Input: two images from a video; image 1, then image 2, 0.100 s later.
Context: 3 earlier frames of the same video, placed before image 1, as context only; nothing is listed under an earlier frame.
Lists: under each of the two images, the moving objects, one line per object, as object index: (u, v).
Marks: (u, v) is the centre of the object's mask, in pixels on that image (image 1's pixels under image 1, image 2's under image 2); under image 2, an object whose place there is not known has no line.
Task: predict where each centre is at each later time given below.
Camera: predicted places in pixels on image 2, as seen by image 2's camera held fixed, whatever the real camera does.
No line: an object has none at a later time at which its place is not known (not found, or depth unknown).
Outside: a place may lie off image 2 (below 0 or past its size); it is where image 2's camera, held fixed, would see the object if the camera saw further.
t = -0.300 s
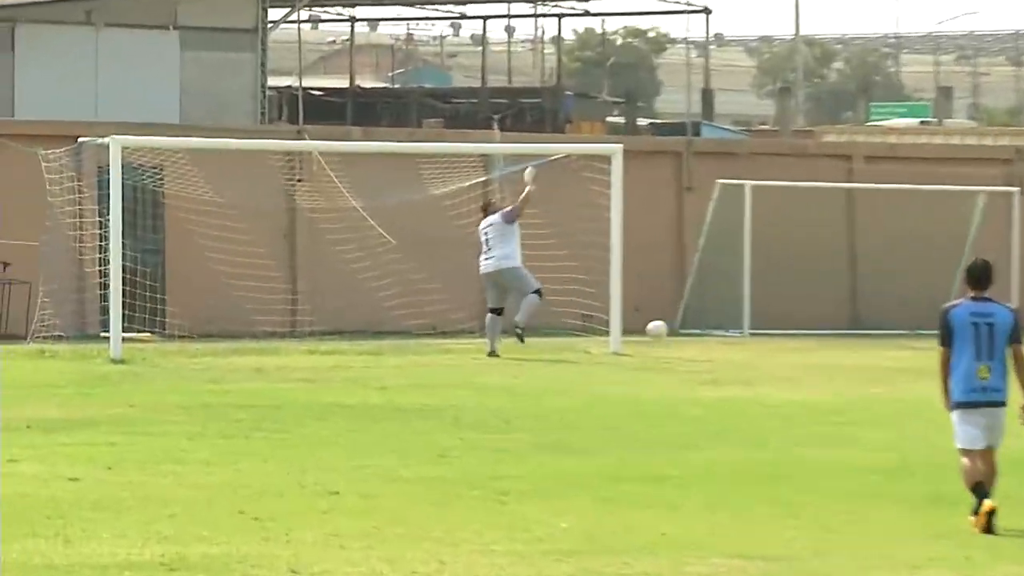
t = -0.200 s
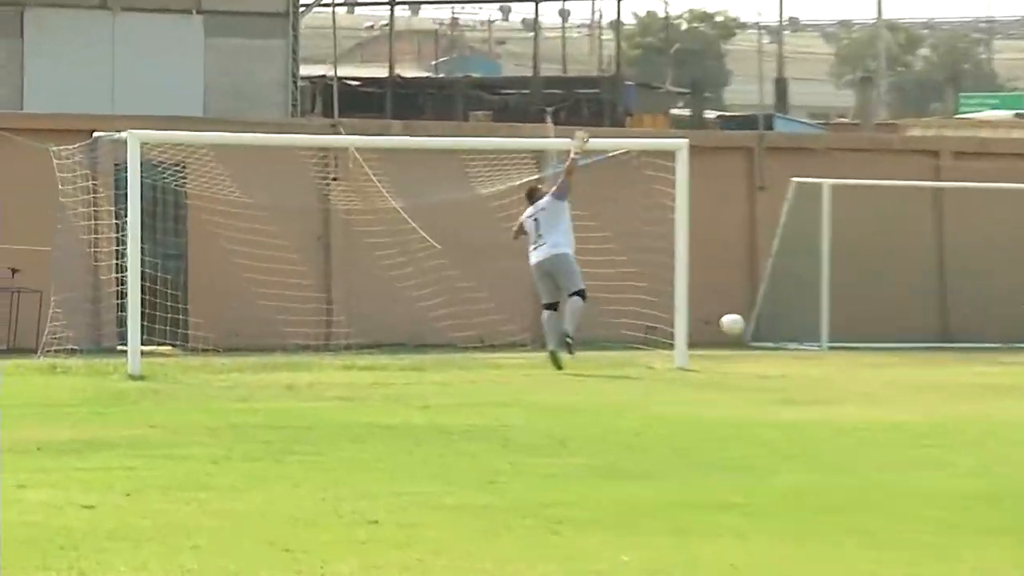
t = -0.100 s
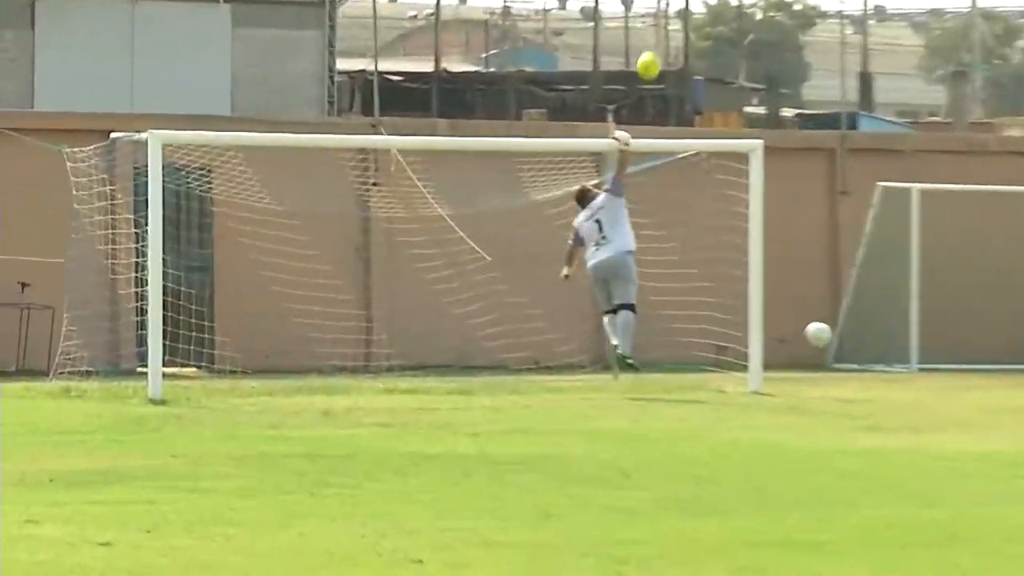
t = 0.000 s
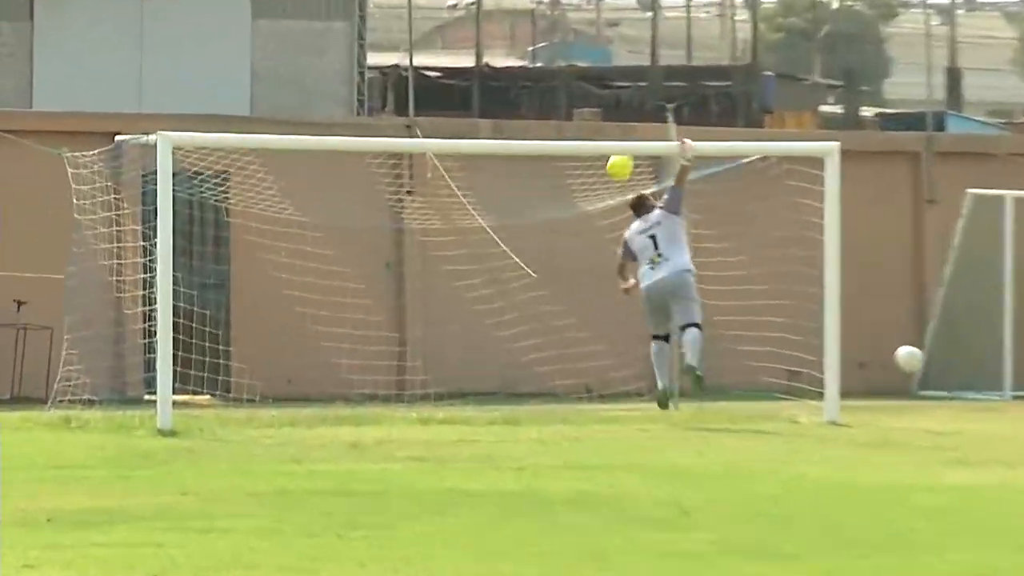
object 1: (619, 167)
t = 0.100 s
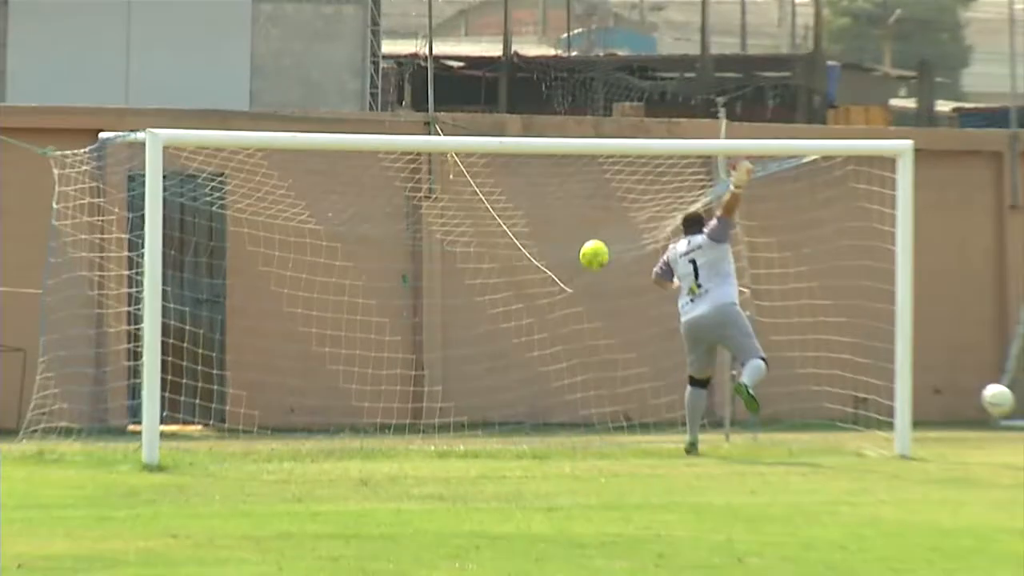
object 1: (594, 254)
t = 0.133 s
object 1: (582, 272)
